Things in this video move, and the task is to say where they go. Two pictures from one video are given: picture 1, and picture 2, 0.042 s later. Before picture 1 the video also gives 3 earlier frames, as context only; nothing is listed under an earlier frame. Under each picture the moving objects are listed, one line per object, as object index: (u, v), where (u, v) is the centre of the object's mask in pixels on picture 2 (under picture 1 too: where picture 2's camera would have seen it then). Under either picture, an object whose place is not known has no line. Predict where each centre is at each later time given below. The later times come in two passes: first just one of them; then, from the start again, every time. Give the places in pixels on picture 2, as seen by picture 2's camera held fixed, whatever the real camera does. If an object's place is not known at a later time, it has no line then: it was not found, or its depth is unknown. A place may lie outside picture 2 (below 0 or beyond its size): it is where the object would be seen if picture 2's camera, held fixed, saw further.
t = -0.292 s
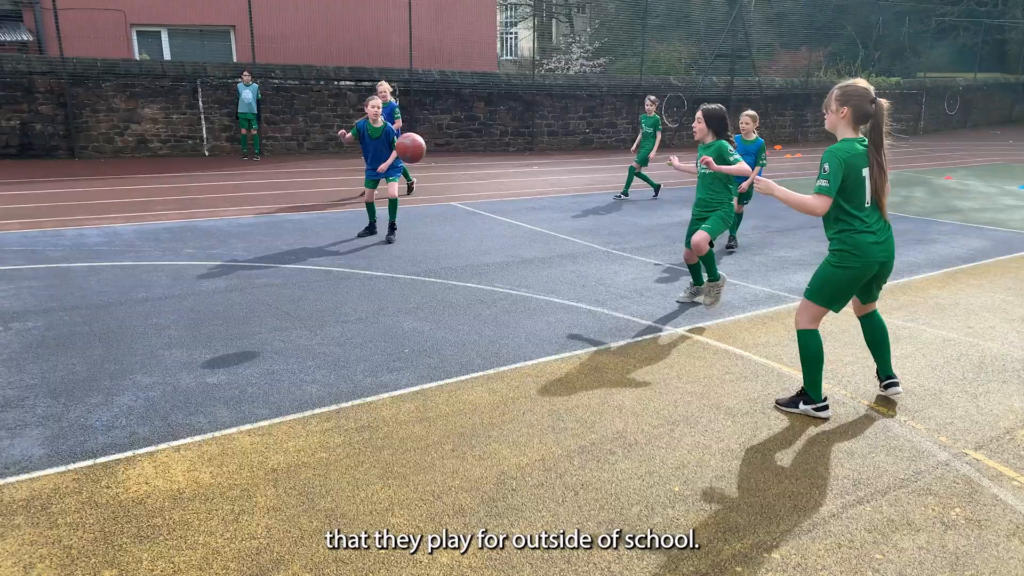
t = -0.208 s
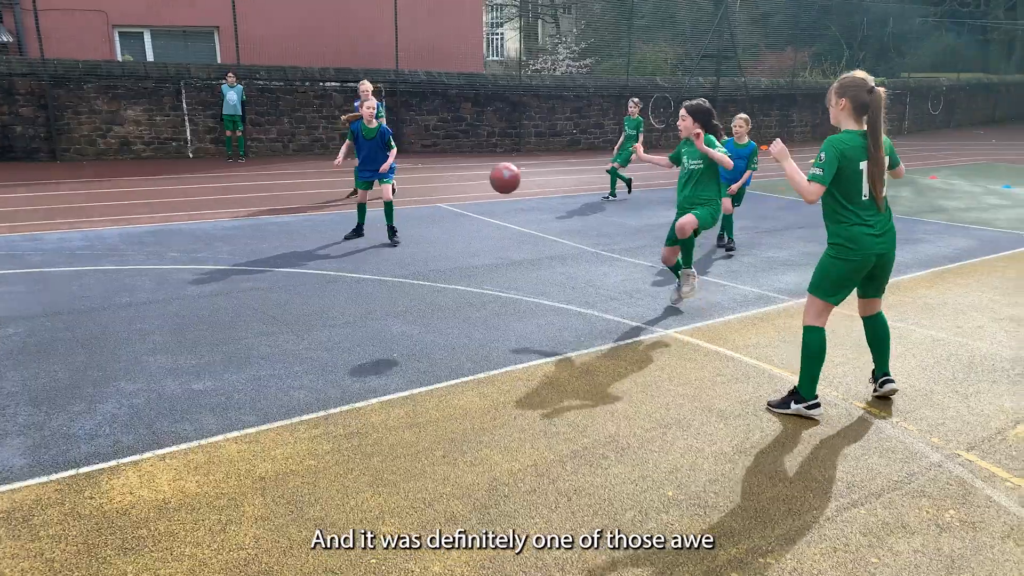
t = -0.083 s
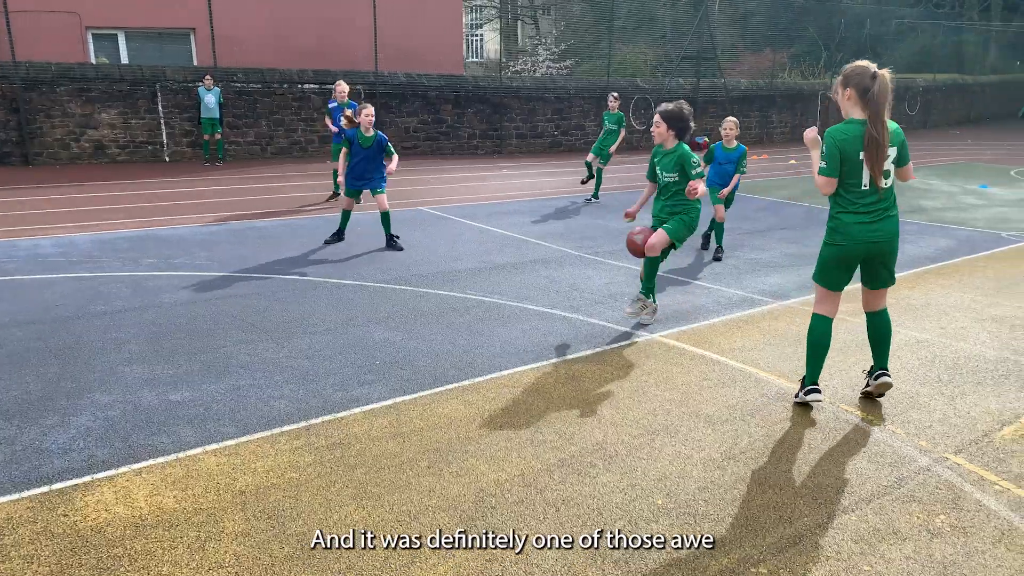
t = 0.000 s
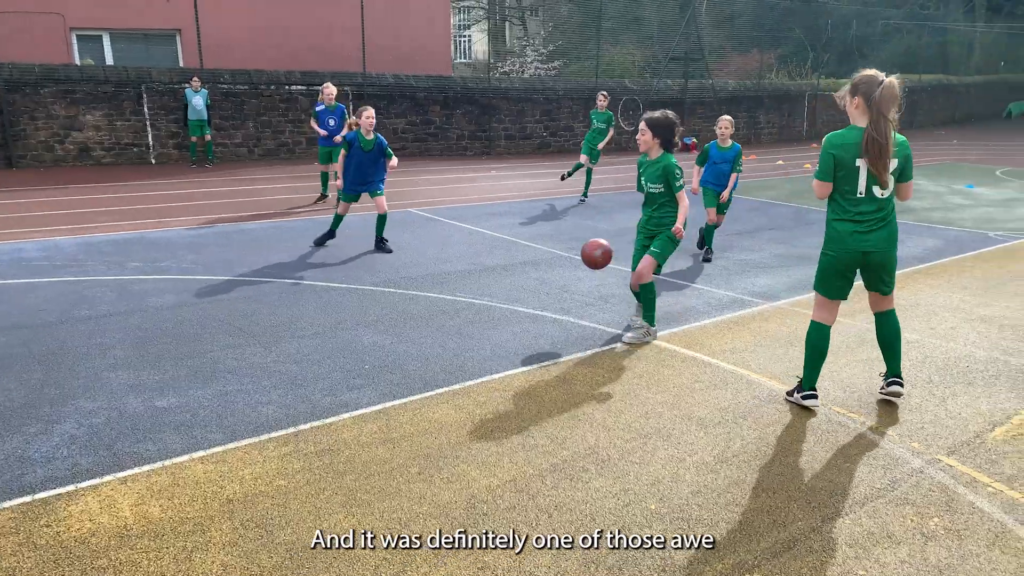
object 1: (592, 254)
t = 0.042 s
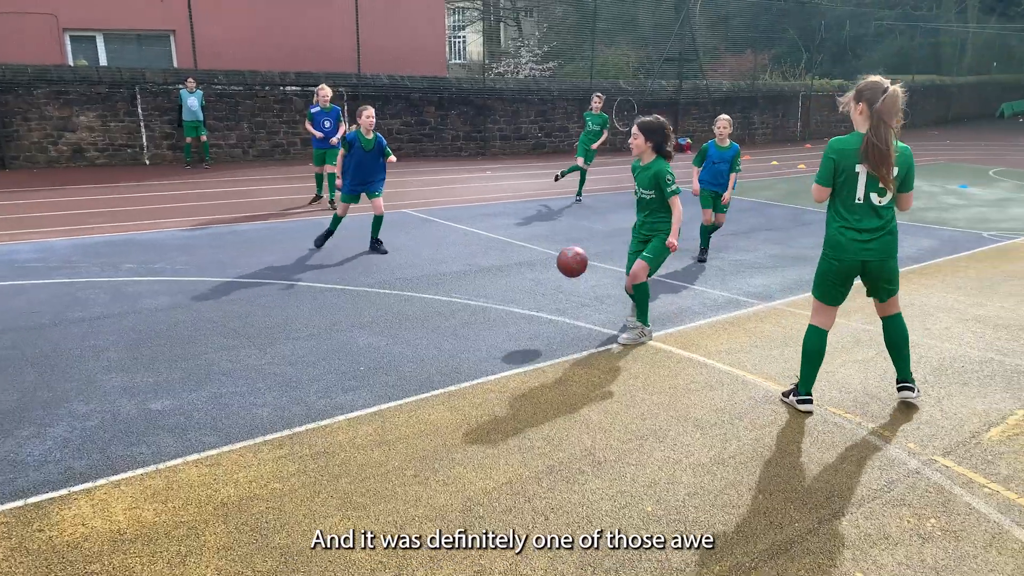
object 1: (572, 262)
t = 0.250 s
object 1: (484, 302)
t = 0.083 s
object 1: (553, 271)
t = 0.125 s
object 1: (534, 284)
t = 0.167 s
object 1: (515, 298)
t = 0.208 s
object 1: (497, 313)
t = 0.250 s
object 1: (484, 302)
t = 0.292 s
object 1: (473, 292)
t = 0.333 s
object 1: (462, 284)
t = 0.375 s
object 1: (451, 279)
